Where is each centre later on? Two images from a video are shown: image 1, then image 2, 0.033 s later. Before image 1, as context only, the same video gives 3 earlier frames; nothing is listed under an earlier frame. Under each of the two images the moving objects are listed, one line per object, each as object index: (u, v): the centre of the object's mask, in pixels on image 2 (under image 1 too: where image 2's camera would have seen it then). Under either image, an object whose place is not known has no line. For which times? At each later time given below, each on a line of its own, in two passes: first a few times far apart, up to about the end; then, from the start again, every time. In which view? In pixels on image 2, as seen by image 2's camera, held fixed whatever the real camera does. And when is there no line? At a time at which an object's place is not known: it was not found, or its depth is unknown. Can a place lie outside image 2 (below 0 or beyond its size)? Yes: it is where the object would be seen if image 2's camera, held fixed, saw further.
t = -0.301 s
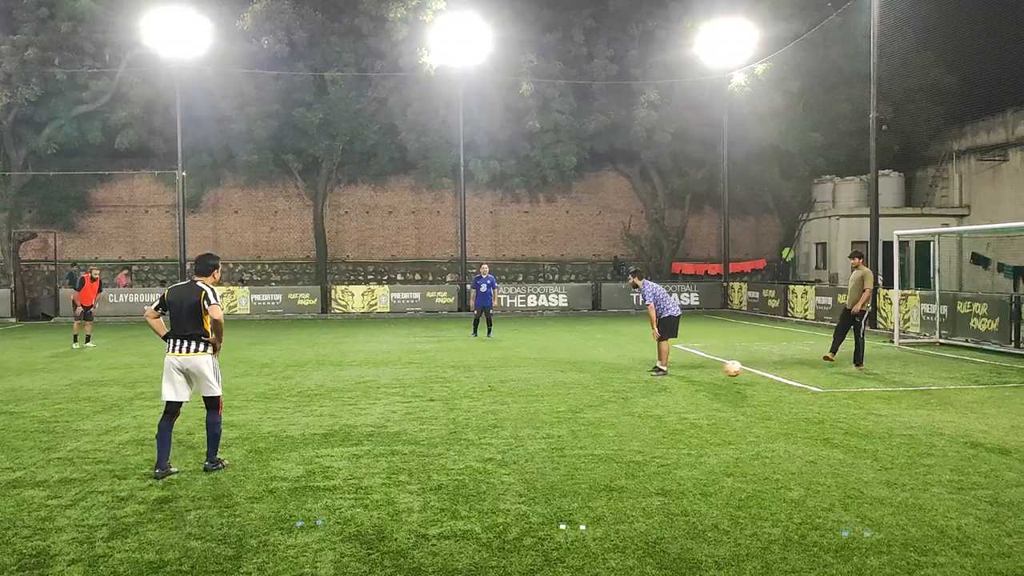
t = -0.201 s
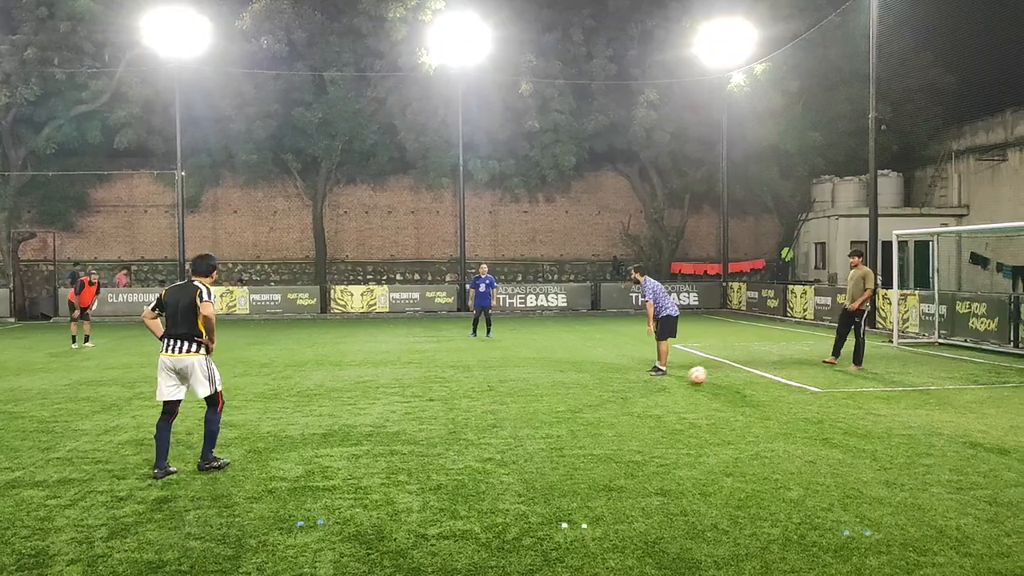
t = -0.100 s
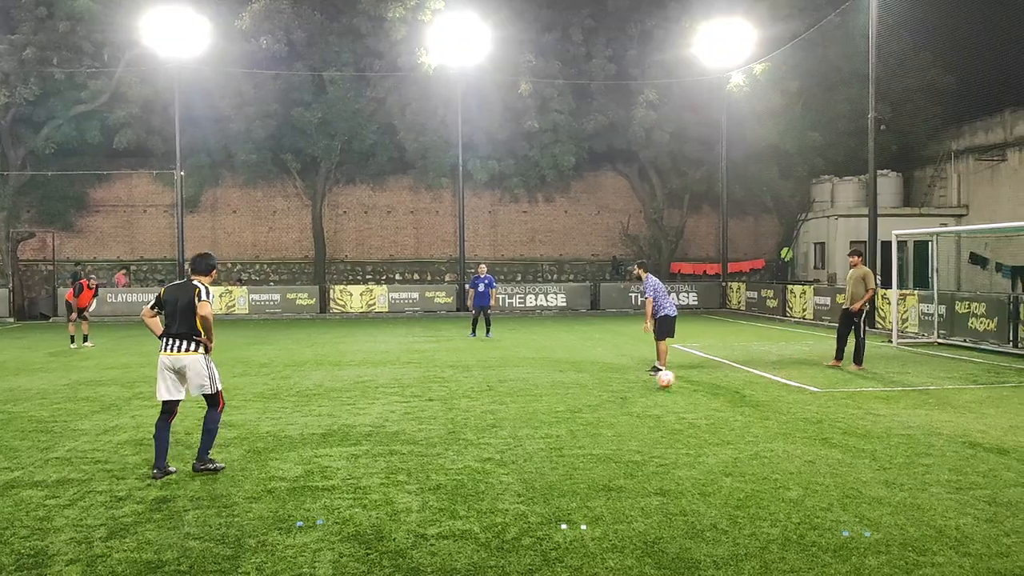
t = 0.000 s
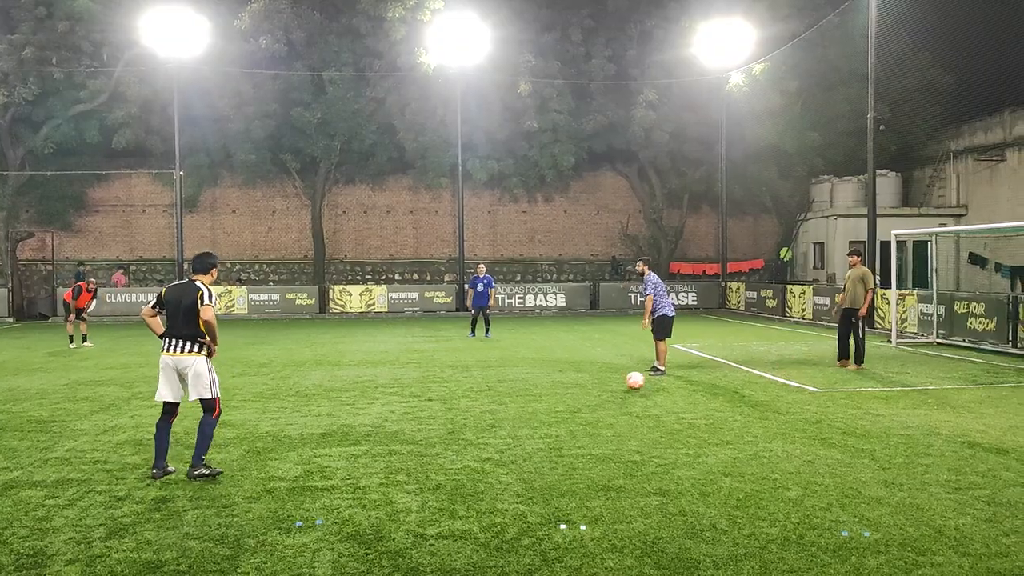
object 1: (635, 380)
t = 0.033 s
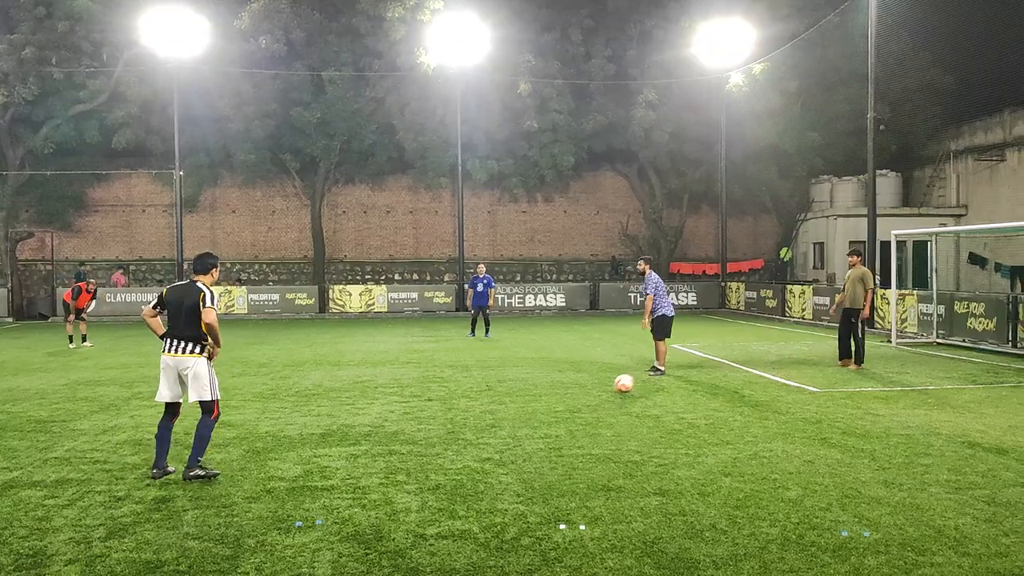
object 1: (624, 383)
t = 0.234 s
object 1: (568, 388)
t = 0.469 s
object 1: (502, 400)
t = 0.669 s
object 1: (441, 402)
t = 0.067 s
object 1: (614, 387)
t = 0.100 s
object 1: (604, 387)
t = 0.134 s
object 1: (596, 385)
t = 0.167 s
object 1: (587, 385)
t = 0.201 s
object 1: (578, 385)
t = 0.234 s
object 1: (568, 388)
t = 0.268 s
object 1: (559, 390)
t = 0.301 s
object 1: (550, 394)
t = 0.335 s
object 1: (540, 395)
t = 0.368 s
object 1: (531, 395)
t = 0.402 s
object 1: (521, 396)
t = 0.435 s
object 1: (511, 400)
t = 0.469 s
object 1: (502, 400)
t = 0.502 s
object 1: (492, 401)
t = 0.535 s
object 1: (481, 402)
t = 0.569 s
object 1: (471, 405)
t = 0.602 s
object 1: (461, 404)
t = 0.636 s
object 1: (452, 403)
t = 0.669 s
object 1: (441, 402)
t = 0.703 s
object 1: (430, 403)
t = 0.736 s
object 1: (419, 406)
